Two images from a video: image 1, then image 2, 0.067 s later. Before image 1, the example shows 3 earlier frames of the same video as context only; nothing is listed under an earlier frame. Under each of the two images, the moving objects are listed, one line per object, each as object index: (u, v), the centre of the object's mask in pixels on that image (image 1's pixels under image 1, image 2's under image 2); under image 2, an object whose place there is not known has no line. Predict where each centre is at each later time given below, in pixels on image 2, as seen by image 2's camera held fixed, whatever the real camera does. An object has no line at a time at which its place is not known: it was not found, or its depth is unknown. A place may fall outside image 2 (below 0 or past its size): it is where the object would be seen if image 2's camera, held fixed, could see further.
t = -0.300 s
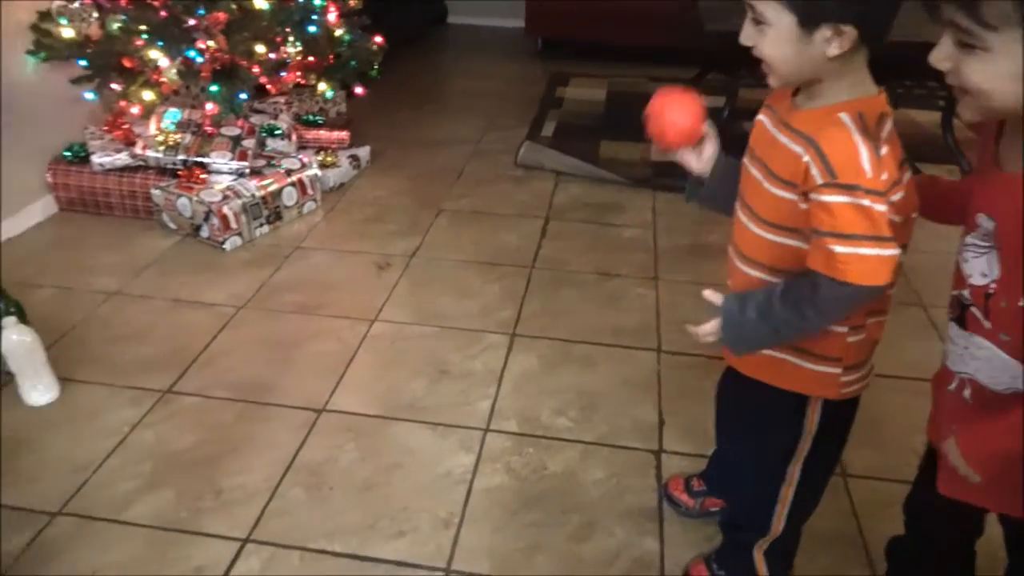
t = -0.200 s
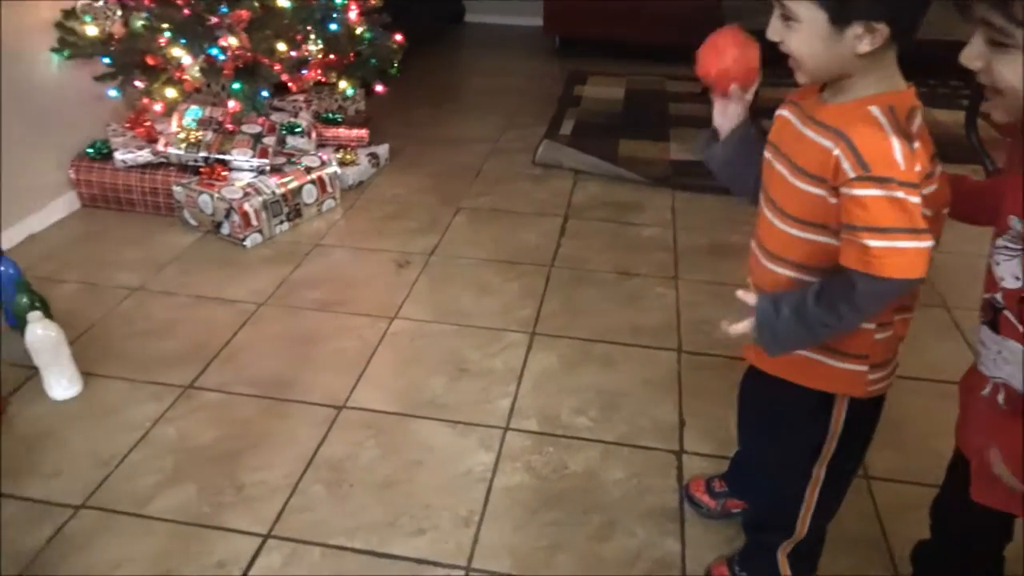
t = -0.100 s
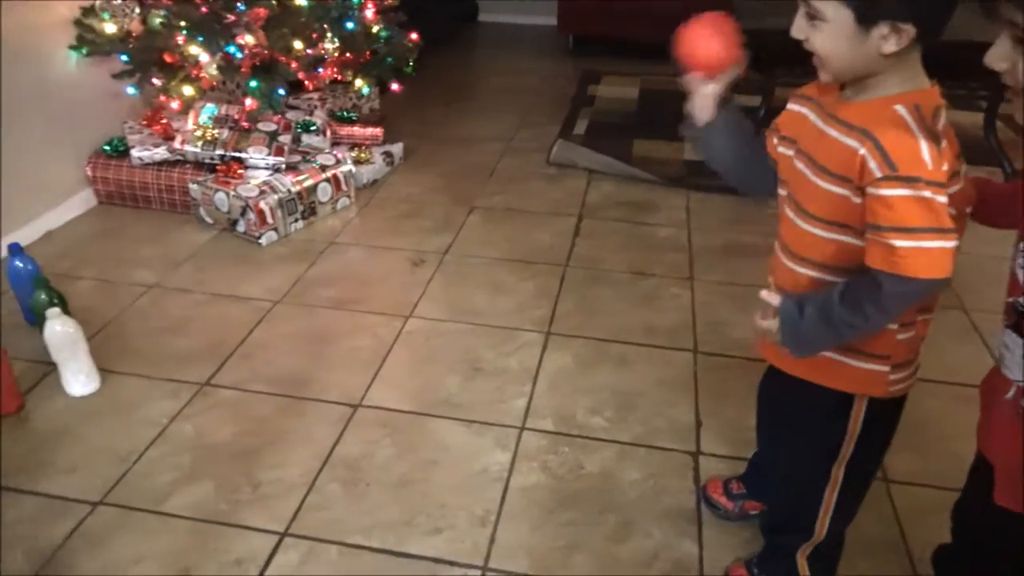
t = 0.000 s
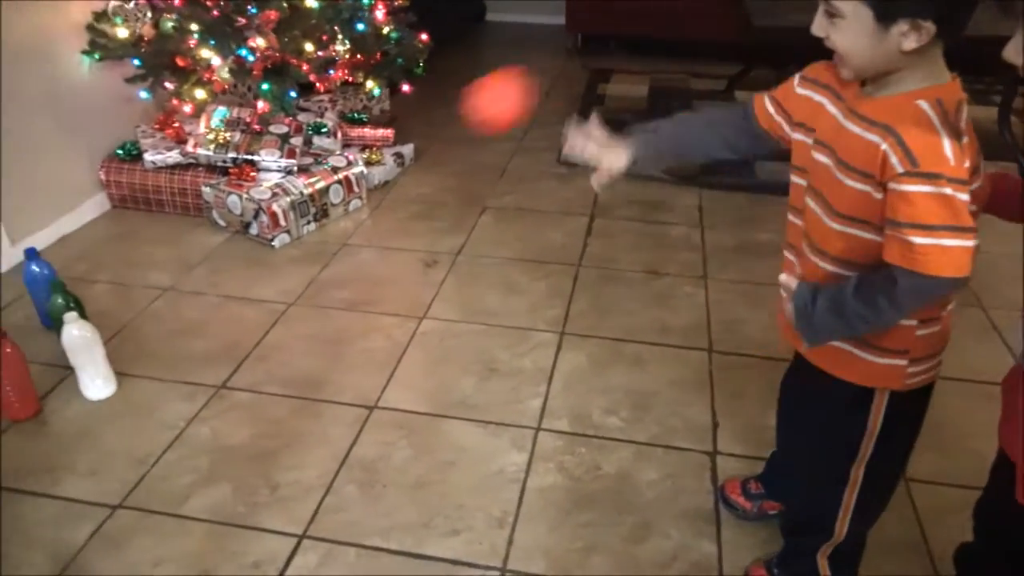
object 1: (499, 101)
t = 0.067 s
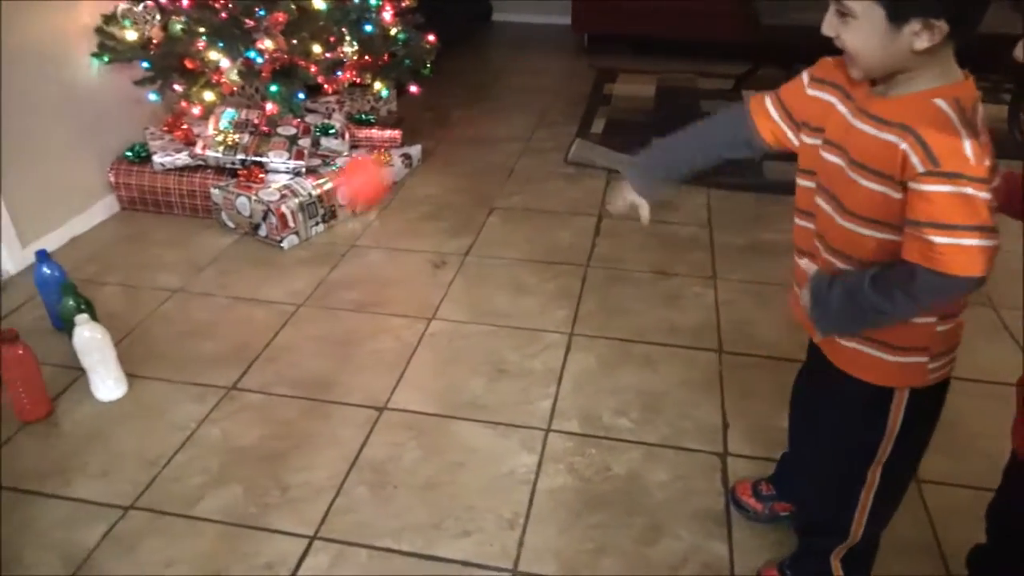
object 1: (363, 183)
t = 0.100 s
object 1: (299, 228)
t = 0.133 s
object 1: (243, 277)
